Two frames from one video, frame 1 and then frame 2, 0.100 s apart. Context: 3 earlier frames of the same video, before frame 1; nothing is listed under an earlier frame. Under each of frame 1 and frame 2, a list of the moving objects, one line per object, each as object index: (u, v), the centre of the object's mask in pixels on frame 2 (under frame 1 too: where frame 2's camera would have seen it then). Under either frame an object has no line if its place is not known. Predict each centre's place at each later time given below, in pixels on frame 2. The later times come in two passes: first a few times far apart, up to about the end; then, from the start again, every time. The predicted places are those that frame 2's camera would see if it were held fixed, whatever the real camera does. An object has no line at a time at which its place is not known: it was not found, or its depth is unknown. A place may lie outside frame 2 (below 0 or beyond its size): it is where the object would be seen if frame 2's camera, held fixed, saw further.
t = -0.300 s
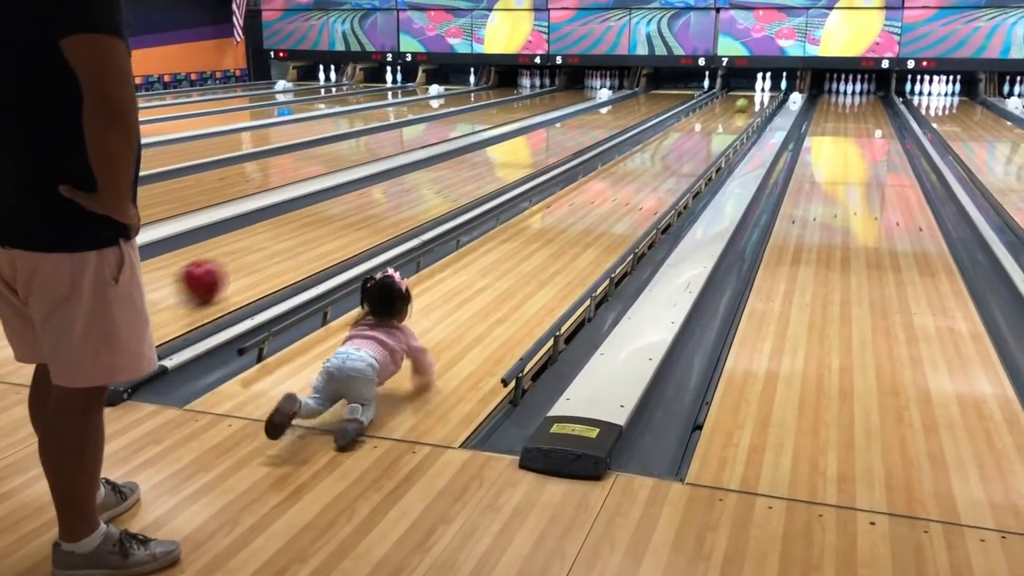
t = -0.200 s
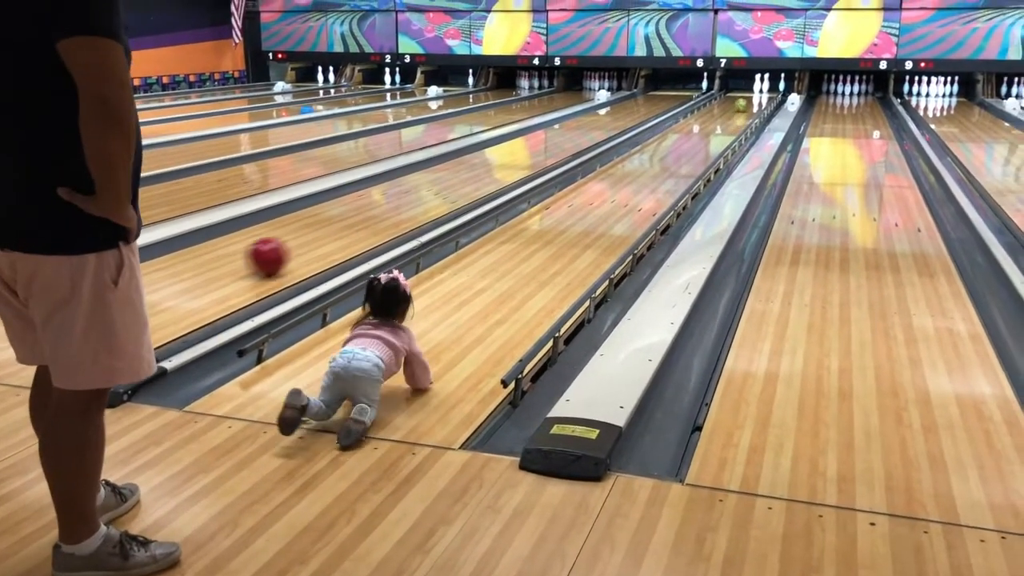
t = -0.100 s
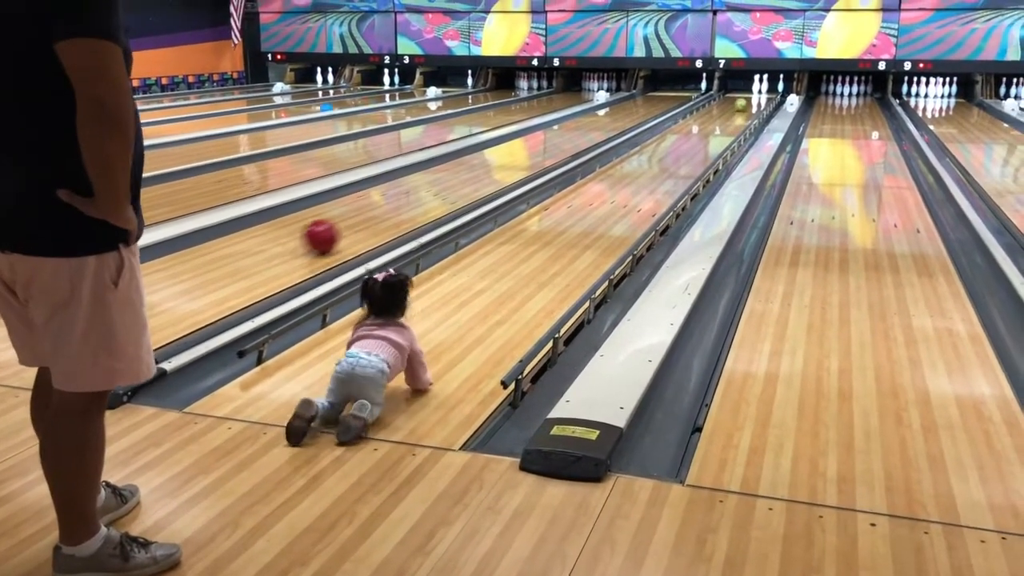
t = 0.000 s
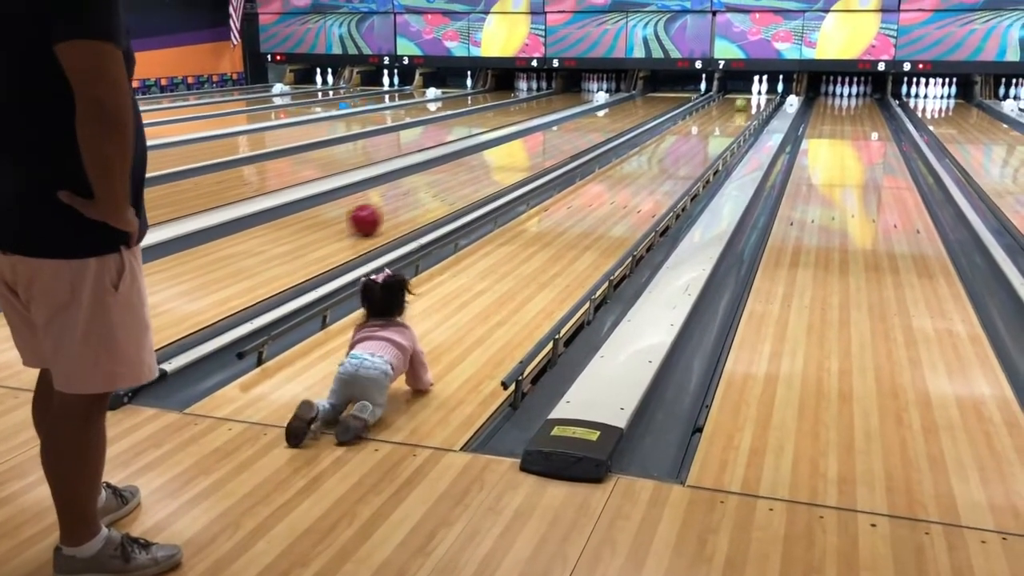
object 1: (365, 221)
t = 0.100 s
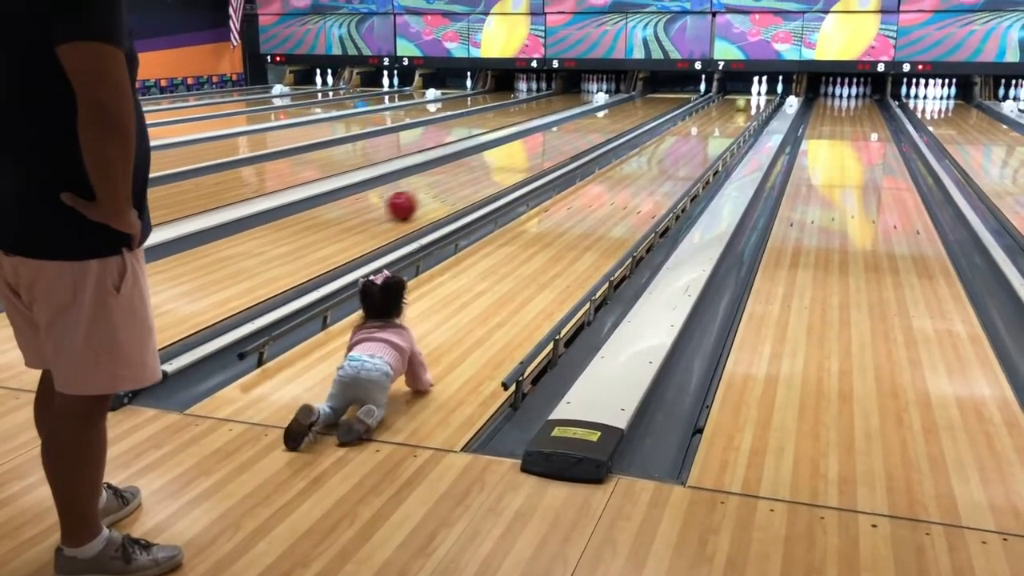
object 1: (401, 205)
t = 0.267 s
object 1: (452, 185)
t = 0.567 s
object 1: (515, 160)
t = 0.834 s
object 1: (556, 143)
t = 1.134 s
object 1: (590, 129)
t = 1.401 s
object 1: (613, 119)
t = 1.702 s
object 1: (634, 110)
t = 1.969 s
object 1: (649, 105)
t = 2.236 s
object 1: (660, 99)
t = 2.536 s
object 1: (672, 94)
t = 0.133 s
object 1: (413, 201)
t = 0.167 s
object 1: (423, 197)
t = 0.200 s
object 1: (433, 193)
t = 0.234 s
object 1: (442, 189)
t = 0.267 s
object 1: (452, 185)
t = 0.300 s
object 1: (459, 182)
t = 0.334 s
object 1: (468, 179)
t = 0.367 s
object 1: (475, 176)
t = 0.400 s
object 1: (483, 173)
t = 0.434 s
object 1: (490, 170)
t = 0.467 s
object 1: (496, 168)
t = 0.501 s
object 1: (503, 165)
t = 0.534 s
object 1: (509, 163)
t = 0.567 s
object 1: (515, 160)
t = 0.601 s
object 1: (521, 157)
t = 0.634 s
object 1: (527, 155)
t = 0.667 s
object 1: (532, 153)
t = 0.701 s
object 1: (537, 150)
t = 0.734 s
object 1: (541, 149)
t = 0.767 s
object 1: (547, 146)
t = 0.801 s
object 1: (551, 145)
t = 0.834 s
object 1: (556, 143)
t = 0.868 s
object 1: (560, 142)
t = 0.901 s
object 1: (564, 140)
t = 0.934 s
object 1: (568, 138)
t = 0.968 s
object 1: (572, 137)
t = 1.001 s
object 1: (576, 135)
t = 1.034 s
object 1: (580, 133)
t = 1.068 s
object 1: (583, 132)
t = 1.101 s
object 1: (586, 130)
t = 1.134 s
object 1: (590, 129)
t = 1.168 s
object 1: (593, 128)
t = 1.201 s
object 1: (596, 126)
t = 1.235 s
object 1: (599, 125)
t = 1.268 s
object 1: (602, 124)
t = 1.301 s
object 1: (605, 123)
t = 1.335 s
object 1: (607, 122)
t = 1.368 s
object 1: (610, 120)
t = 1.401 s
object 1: (613, 119)
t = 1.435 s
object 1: (615, 118)
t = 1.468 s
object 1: (618, 117)
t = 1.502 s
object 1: (621, 116)
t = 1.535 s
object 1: (623, 115)
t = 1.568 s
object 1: (625, 114)
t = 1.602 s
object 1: (628, 113)
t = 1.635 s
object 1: (630, 112)
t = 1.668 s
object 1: (632, 112)
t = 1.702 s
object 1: (634, 110)
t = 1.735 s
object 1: (636, 109)
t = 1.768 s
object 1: (638, 109)
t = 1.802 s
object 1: (639, 108)
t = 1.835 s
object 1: (641, 107)
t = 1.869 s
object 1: (644, 106)
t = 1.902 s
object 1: (645, 106)
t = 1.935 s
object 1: (647, 104)
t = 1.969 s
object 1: (649, 105)
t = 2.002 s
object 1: (651, 103)
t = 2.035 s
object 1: (652, 102)
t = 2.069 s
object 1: (654, 102)
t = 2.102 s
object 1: (655, 101)
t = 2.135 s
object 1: (656, 101)
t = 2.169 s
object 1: (658, 100)
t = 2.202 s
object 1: (659, 100)
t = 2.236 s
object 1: (660, 99)
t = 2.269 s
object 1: (663, 98)
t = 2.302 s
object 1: (664, 97)
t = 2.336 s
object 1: (665, 97)
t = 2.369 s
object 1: (666, 97)
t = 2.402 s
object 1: (668, 95)
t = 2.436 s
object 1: (669, 95)
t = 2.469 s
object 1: (670, 94)
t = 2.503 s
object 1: (671, 94)
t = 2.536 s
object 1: (672, 94)
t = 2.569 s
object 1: (674, 93)
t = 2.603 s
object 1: (674, 93)
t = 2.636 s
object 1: (676, 93)
